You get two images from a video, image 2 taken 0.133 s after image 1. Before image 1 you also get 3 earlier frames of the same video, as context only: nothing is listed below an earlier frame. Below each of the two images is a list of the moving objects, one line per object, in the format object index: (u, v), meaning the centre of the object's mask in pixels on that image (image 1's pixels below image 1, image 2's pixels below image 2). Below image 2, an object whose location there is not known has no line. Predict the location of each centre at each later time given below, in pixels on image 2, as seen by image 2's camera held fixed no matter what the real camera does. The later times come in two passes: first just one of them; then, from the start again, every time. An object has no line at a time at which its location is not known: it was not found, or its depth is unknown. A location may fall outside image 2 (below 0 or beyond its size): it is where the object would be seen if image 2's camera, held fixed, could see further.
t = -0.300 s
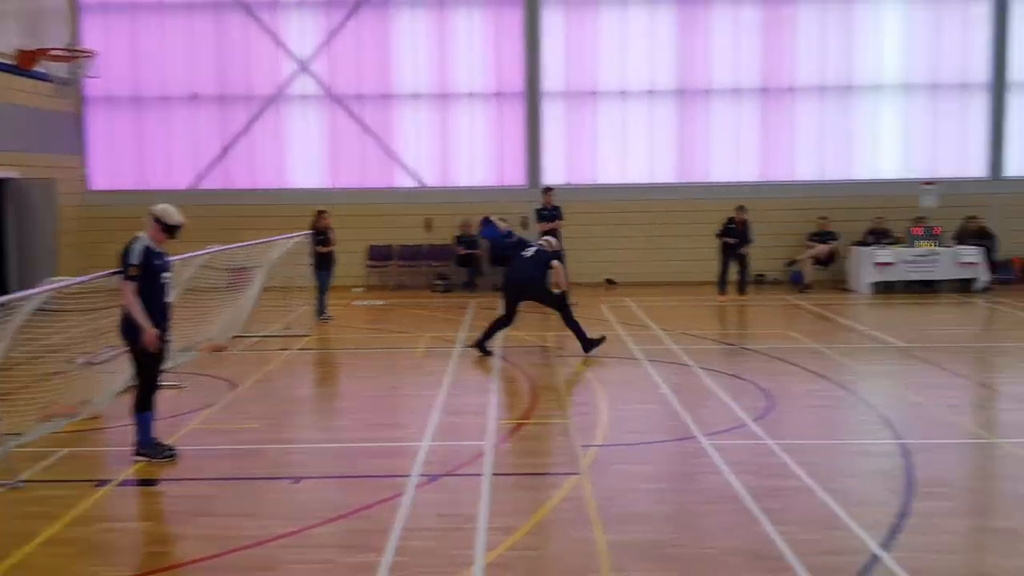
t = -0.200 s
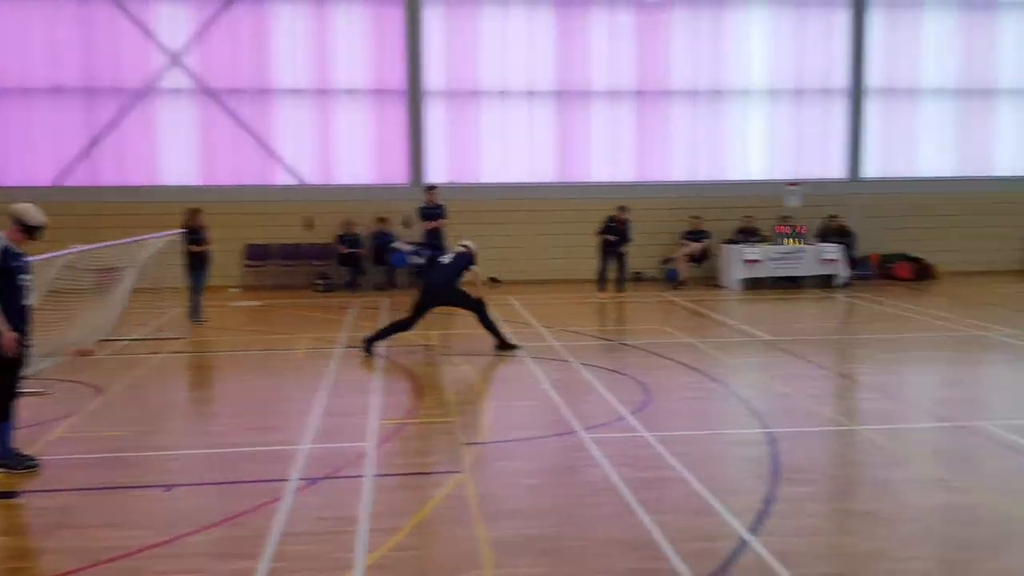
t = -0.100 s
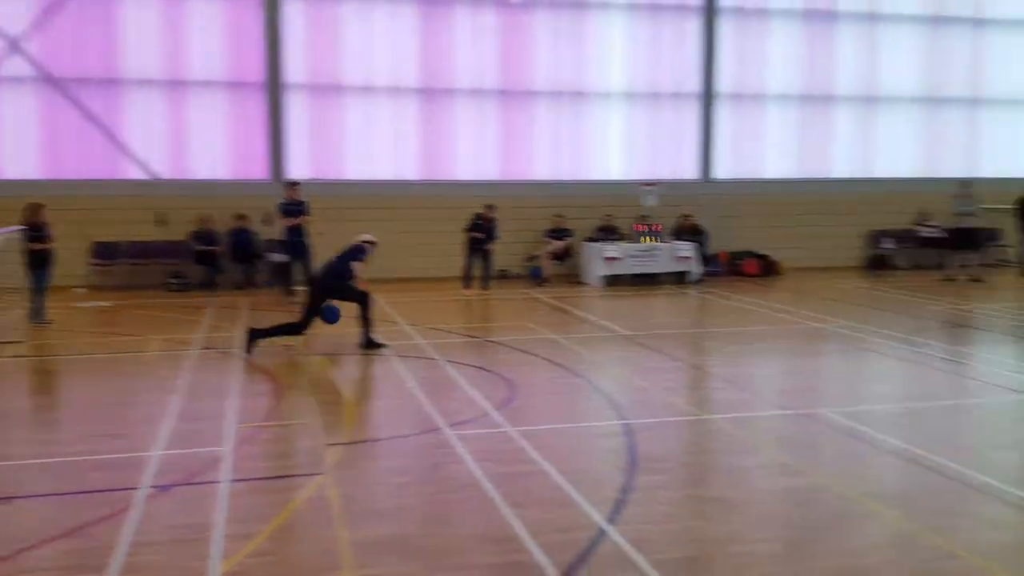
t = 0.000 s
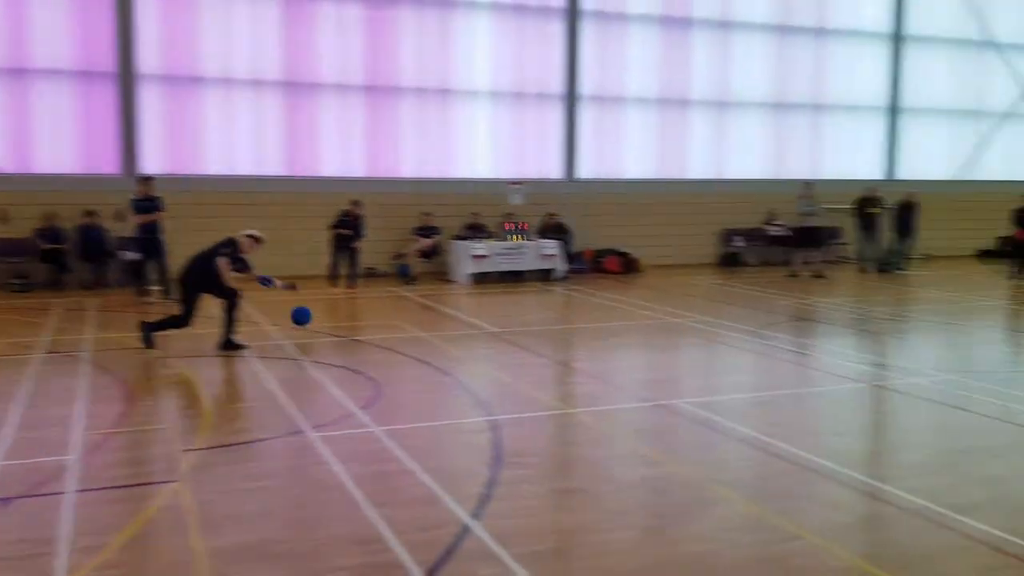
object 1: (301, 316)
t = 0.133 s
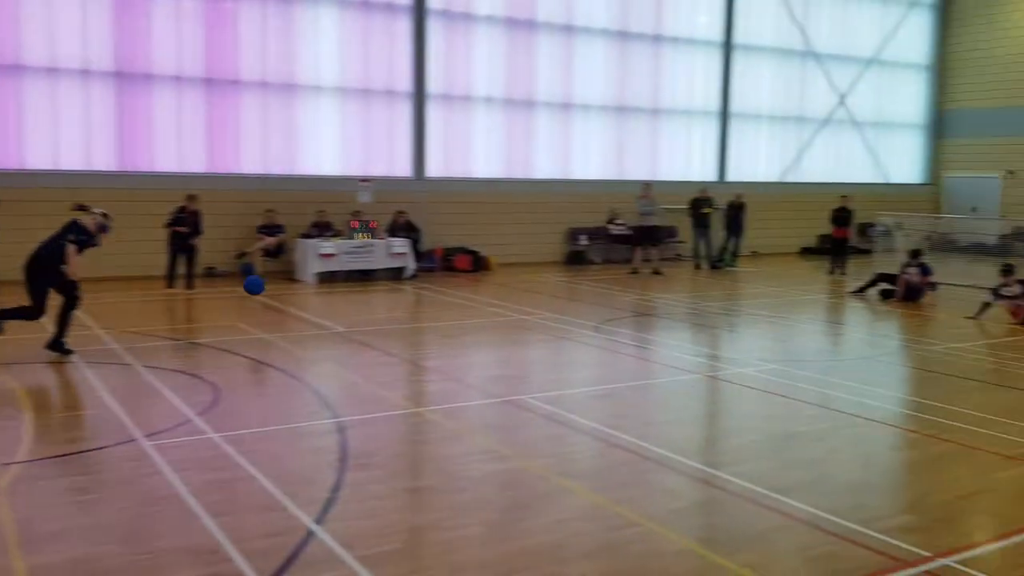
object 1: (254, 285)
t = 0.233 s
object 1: (331, 272)
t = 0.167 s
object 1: (280, 280)
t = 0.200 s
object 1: (305, 276)
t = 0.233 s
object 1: (331, 272)
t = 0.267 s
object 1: (355, 270)
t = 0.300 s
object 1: (377, 269)
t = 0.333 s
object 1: (400, 269)
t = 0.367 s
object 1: (421, 270)
